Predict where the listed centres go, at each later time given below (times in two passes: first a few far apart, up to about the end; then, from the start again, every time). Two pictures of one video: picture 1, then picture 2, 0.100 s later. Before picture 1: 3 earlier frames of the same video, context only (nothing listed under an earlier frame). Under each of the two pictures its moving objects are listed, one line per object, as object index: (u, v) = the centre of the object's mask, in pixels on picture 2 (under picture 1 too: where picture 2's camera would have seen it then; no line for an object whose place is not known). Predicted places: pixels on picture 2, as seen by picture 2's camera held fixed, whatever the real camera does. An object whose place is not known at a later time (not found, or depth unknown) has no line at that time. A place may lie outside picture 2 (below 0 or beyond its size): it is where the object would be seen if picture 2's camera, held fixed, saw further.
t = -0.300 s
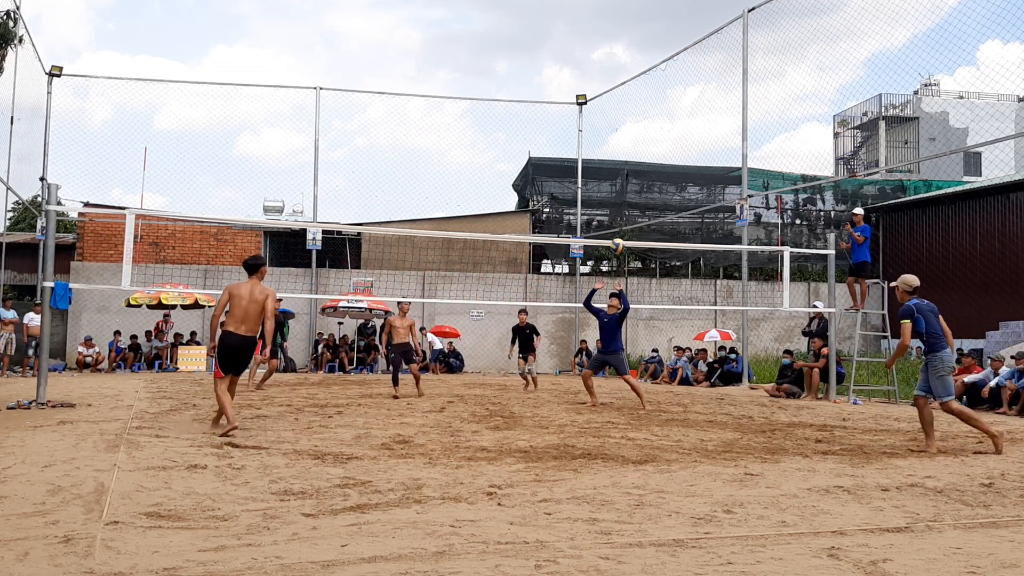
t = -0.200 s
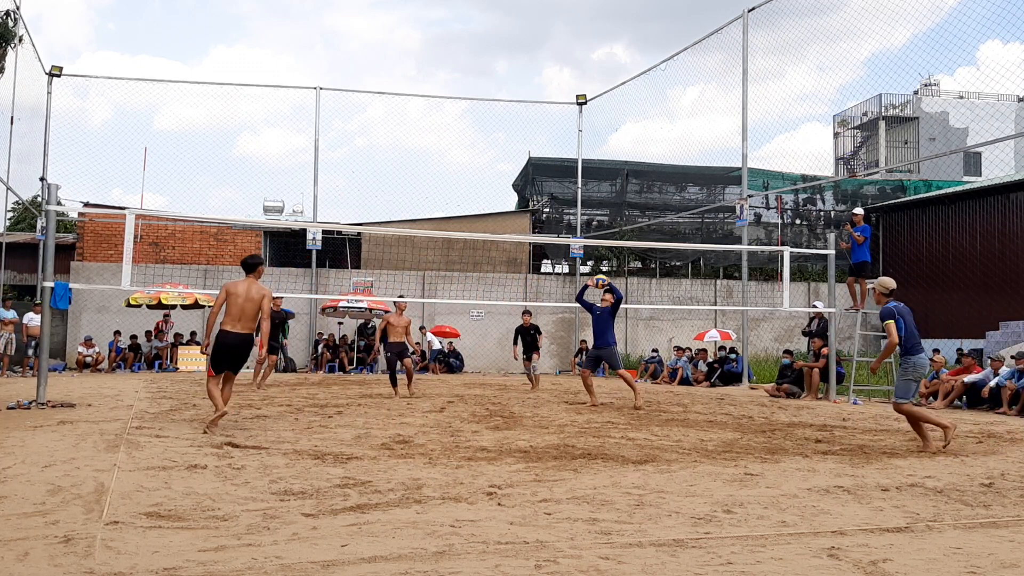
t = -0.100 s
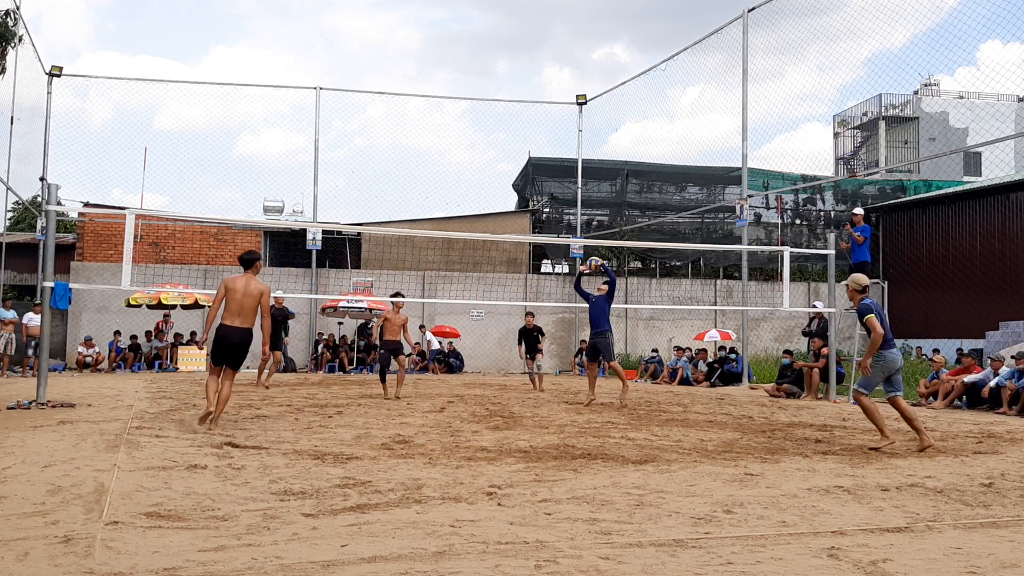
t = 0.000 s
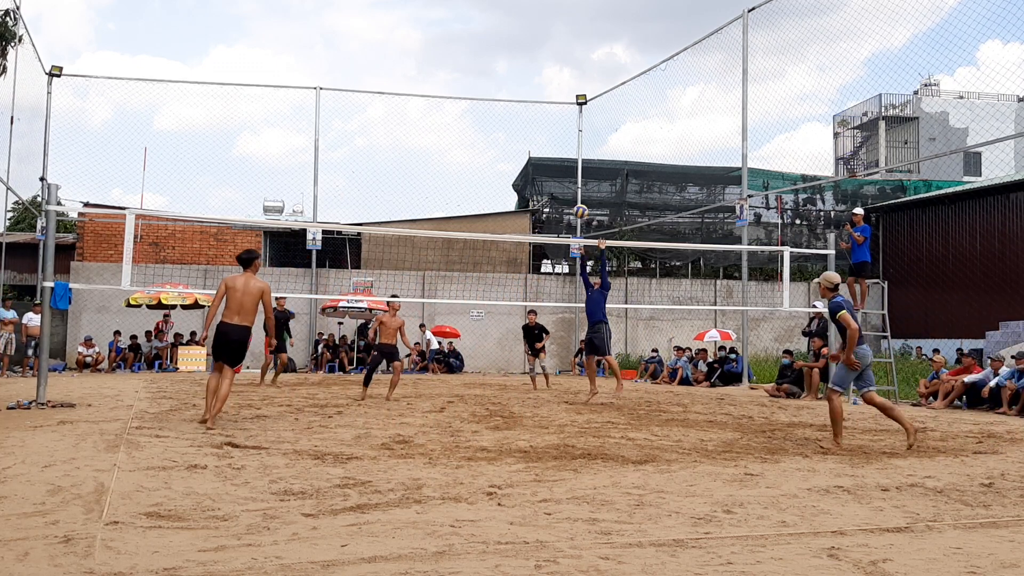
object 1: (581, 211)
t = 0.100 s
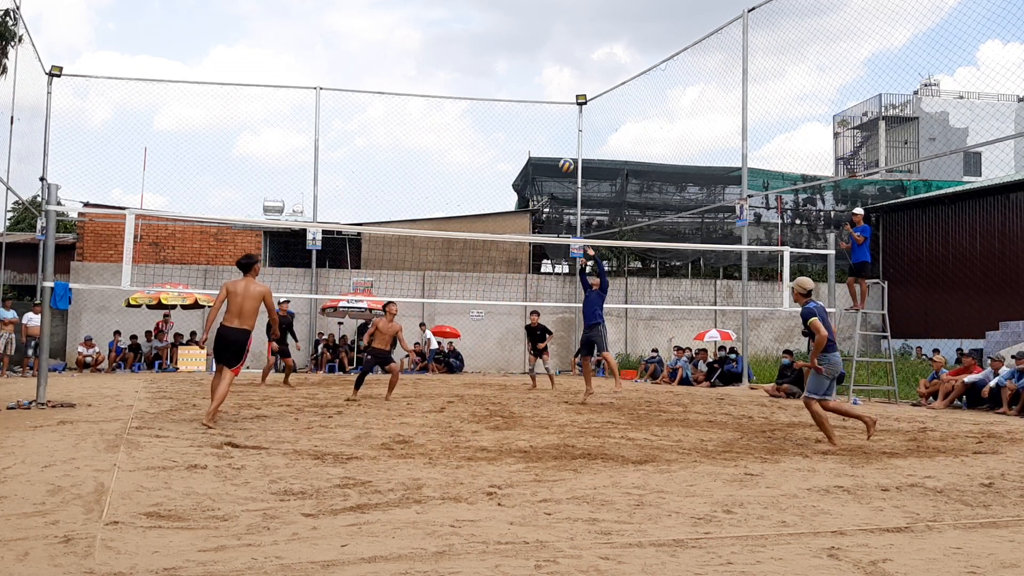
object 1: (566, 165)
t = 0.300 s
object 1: (537, 95)
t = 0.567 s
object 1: (497, 46)
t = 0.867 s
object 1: (451, 50)
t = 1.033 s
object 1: (426, 78)
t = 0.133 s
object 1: (561, 152)
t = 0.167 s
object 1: (556, 139)
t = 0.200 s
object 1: (552, 127)
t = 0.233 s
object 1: (547, 116)
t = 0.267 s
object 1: (542, 105)
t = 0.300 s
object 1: (537, 95)
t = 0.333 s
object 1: (532, 86)
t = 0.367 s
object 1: (527, 78)
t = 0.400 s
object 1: (522, 71)
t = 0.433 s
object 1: (517, 64)
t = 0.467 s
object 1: (512, 59)
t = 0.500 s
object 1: (507, 54)
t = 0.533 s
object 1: (502, 49)
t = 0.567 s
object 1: (497, 46)
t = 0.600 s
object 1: (492, 43)
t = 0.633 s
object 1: (487, 42)
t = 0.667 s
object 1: (482, 40)
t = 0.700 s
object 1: (477, 40)
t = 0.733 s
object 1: (472, 40)
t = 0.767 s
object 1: (466, 42)
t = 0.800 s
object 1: (461, 43)
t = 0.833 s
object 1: (457, 46)
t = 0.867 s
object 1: (451, 50)
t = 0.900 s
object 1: (446, 54)
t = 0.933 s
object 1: (441, 59)
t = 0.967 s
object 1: (436, 65)
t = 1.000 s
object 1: (431, 71)
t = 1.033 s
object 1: (426, 78)
